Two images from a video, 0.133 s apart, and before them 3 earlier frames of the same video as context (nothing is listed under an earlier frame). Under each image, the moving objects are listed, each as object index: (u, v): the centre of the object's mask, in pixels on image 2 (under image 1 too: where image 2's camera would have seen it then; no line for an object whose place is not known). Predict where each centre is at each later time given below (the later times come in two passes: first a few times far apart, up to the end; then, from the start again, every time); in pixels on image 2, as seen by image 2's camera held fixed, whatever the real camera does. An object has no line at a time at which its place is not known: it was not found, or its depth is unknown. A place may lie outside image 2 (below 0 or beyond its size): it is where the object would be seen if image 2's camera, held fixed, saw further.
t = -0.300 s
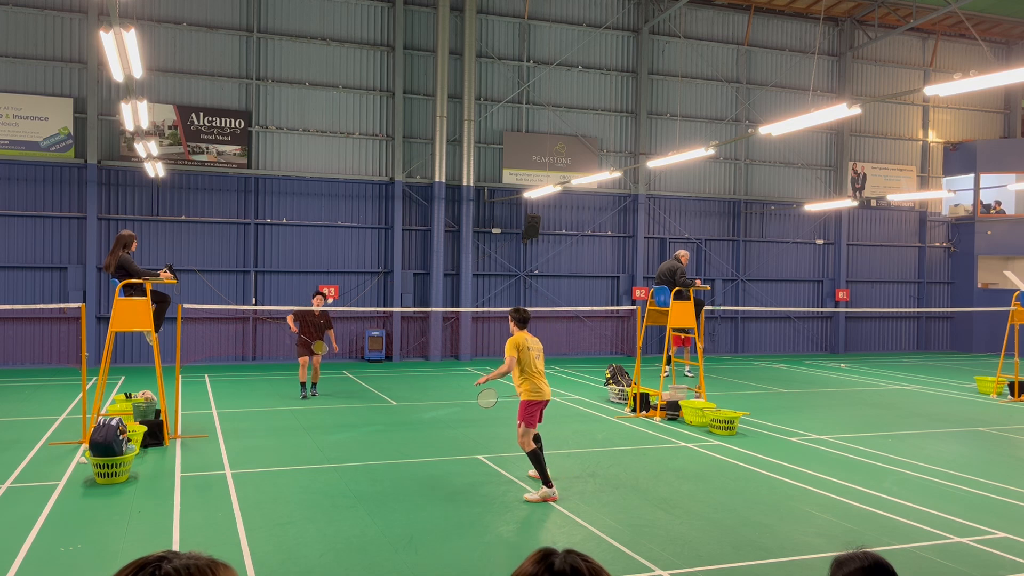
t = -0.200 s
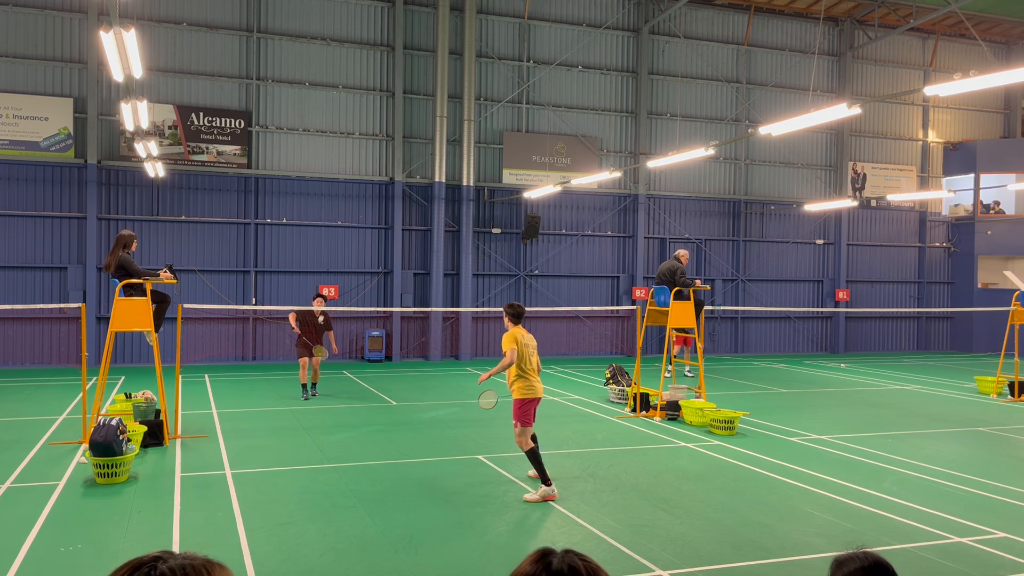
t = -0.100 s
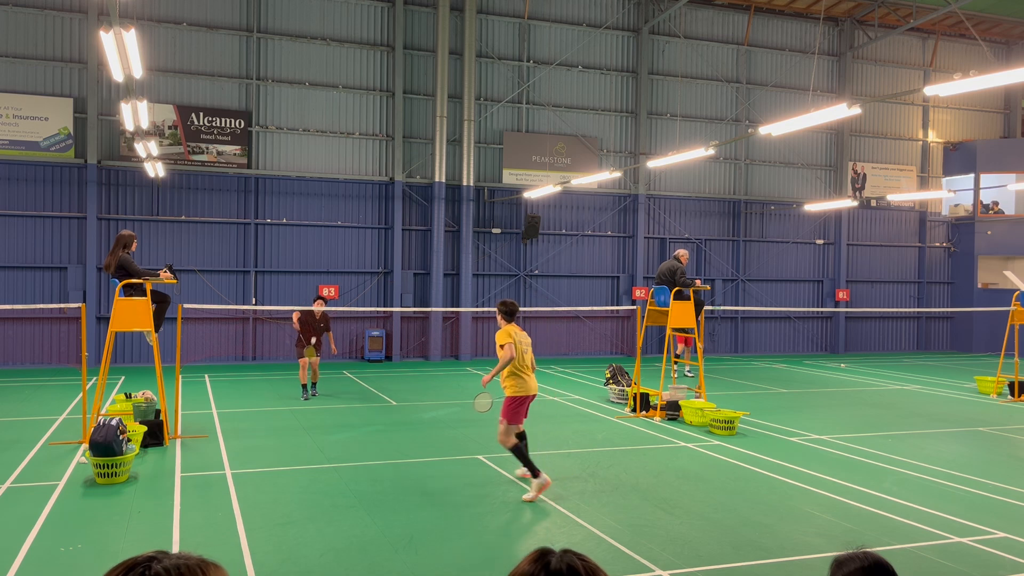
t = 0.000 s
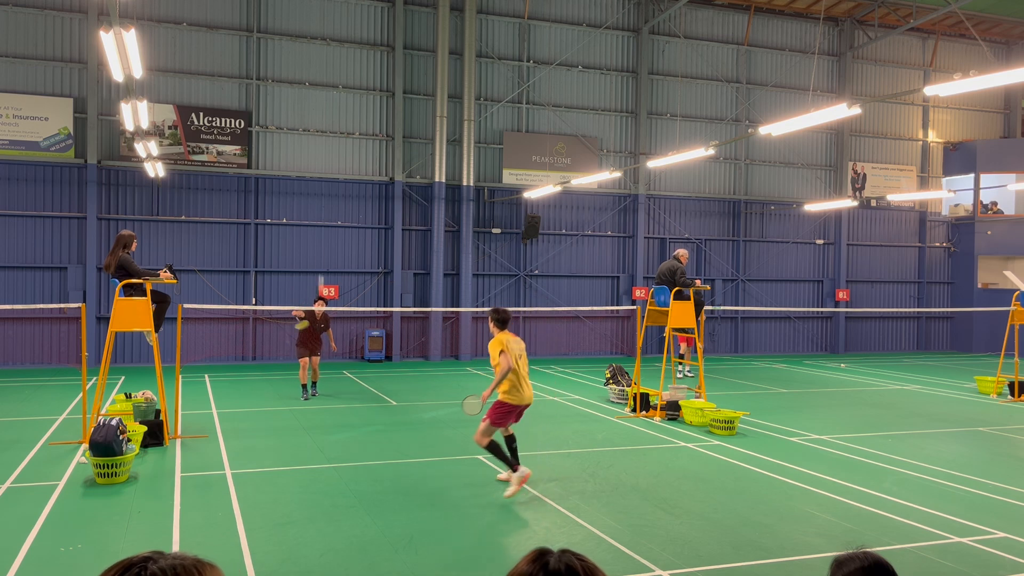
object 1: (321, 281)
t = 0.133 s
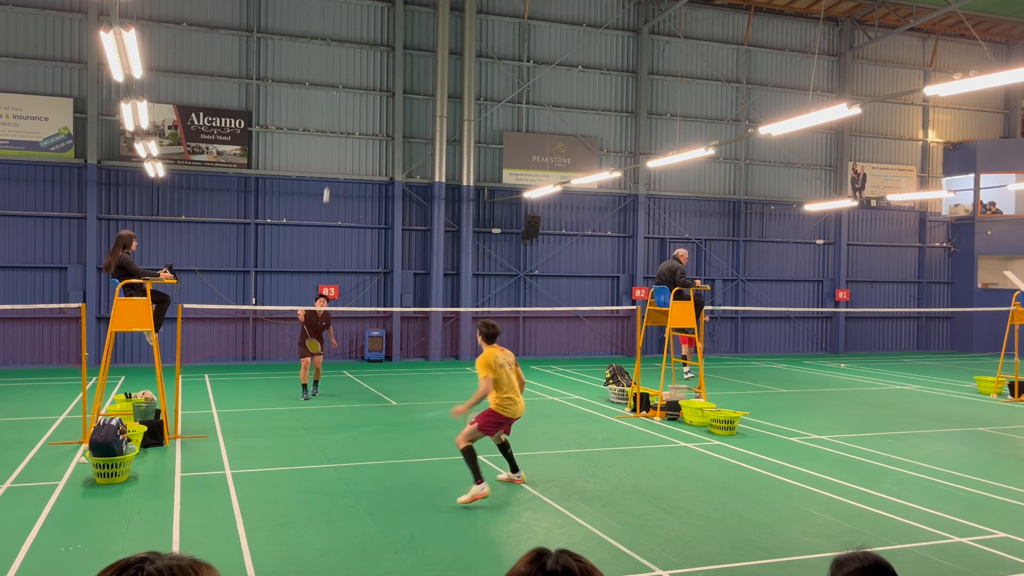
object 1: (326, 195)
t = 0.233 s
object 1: (331, 144)
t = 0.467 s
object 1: (340, 66)
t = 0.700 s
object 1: (346, 45)
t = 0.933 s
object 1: (348, 89)
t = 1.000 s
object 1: (348, 115)
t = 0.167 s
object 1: (328, 177)
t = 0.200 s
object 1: (329, 160)
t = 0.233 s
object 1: (331, 144)
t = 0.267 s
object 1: (332, 129)
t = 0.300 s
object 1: (334, 116)
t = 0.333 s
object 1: (335, 104)
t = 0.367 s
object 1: (337, 92)
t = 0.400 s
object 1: (337, 82)
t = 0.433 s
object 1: (339, 74)
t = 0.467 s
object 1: (340, 66)
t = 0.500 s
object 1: (341, 60)
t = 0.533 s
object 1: (342, 54)
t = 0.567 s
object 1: (343, 50)
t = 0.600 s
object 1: (344, 47)
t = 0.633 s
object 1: (345, 45)
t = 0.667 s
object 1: (346, 44)
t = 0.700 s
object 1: (346, 45)
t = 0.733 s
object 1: (347, 47)
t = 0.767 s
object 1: (347, 50)
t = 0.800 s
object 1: (348, 55)
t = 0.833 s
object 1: (348, 61)
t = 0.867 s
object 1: (348, 69)
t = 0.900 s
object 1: (348, 78)
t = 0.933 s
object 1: (348, 89)
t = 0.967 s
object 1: (348, 102)
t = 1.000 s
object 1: (348, 115)
